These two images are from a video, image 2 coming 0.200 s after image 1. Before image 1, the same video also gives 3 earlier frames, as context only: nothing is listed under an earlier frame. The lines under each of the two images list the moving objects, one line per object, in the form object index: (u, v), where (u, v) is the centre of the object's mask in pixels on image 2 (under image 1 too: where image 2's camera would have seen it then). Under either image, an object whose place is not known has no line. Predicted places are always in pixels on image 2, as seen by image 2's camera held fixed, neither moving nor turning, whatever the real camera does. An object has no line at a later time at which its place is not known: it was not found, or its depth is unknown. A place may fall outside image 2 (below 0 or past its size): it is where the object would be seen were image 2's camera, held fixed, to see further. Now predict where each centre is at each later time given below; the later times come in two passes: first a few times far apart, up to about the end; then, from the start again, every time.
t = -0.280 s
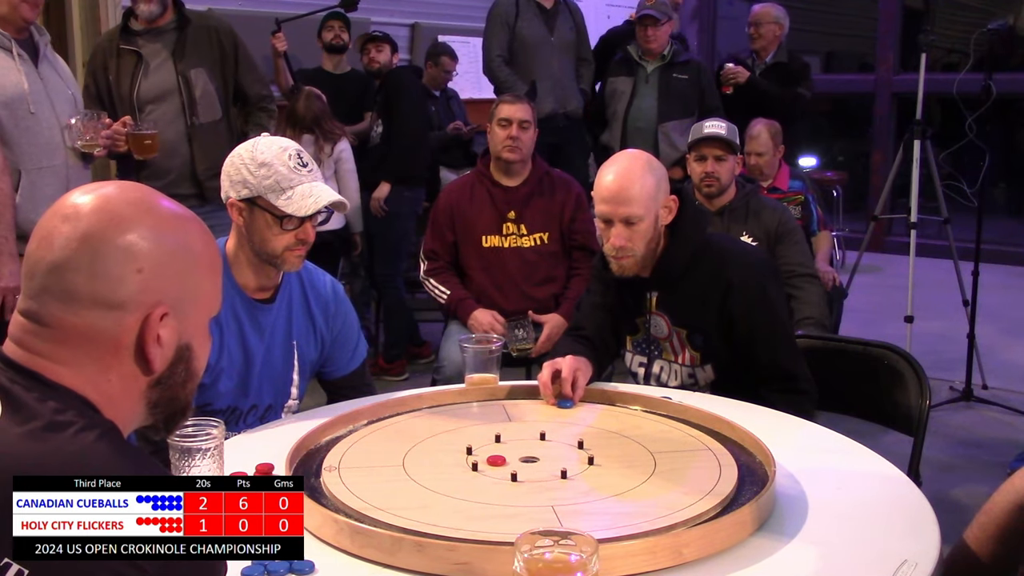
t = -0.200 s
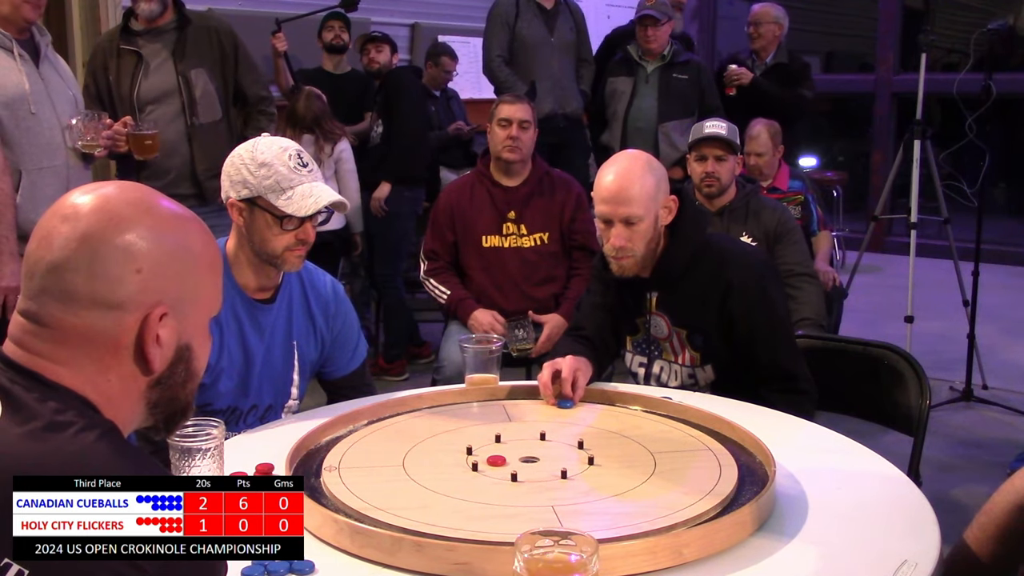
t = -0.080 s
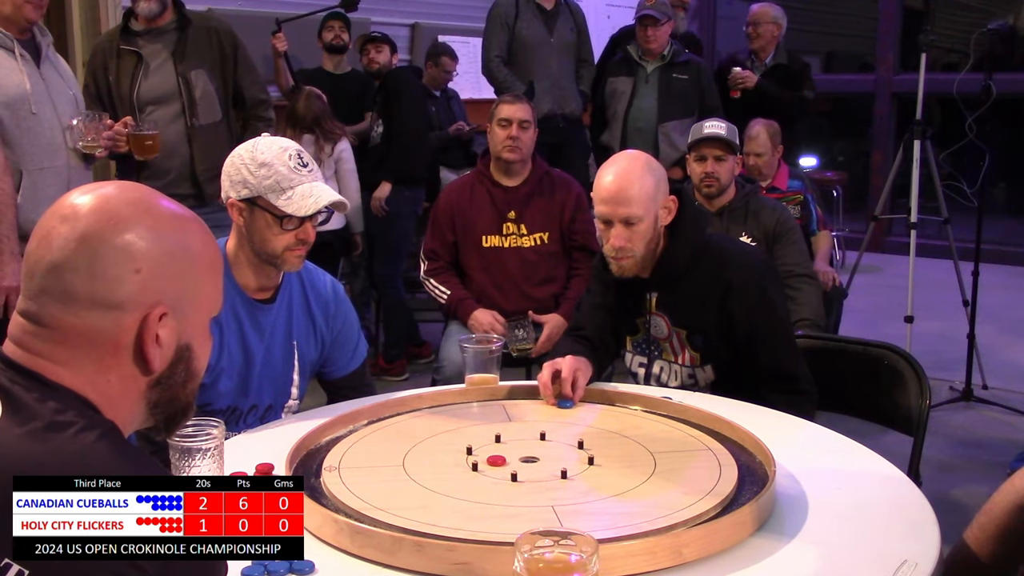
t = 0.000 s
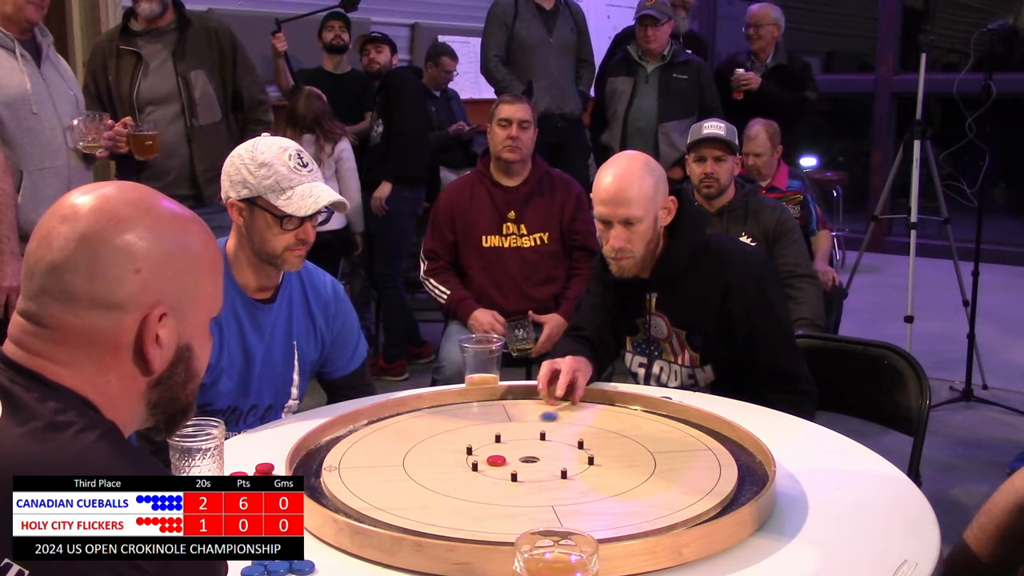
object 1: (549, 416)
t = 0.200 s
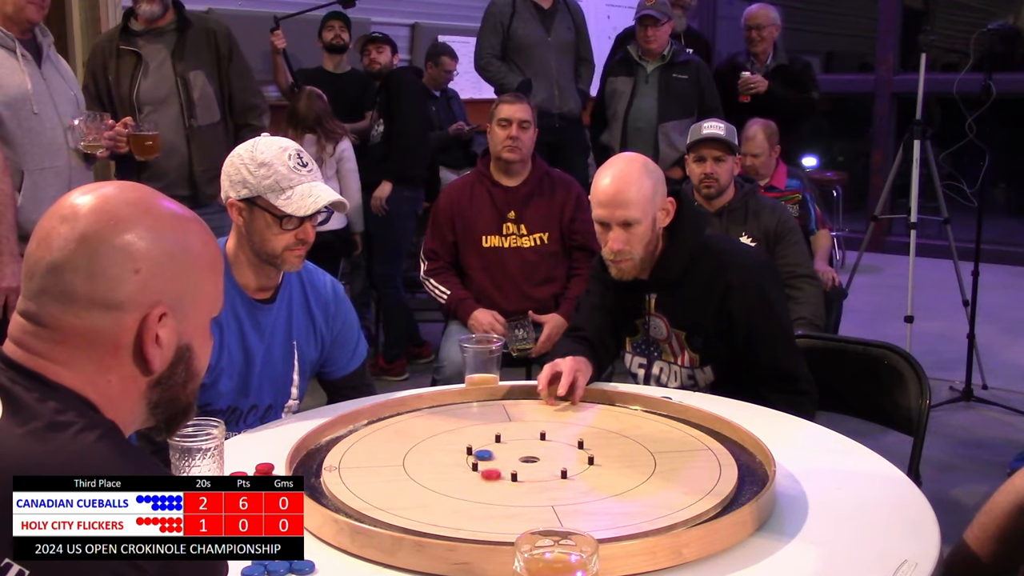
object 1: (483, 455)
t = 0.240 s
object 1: (476, 455)
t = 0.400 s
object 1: (450, 457)
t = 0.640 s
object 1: (441, 458)
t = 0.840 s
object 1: (442, 458)
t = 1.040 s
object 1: (442, 458)
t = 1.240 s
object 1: (442, 458)
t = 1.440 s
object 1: (442, 458)
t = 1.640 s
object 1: (442, 458)
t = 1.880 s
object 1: (442, 458)
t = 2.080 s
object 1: (442, 458)
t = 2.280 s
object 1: (442, 458)
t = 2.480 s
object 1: (442, 458)
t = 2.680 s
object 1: (442, 458)
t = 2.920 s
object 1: (442, 458)
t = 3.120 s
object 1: (442, 458)
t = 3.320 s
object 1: (442, 458)
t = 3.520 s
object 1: (442, 458)
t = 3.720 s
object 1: (442, 458)
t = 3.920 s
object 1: (442, 458)
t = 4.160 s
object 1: (442, 458)
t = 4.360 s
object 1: (442, 458)
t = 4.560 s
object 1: (442, 458)
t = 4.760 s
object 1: (442, 458)
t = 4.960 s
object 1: (442, 458)
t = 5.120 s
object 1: (442, 458)
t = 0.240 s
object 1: (476, 455)
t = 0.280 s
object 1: (469, 456)
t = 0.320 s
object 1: (460, 457)
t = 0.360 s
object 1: (455, 457)
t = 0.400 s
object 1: (450, 457)
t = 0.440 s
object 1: (447, 458)
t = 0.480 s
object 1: (445, 458)
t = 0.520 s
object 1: (442, 458)
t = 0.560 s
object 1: (442, 458)
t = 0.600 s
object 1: (441, 458)
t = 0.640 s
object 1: (441, 458)
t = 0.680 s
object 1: (441, 458)
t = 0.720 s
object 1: (442, 458)
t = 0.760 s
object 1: (442, 458)
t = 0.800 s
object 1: (442, 458)
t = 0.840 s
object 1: (442, 458)
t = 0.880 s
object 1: (442, 458)
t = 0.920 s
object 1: (442, 458)
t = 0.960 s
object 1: (442, 458)
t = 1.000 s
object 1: (442, 458)
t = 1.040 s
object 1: (442, 458)
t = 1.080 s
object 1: (442, 458)
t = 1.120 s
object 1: (442, 458)
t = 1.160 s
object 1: (442, 458)
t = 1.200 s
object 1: (442, 458)
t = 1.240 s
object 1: (442, 458)
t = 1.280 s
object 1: (442, 458)
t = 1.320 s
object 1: (442, 458)
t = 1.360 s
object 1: (442, 458)
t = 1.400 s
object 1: (442, 458)
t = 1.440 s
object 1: (442, 458)
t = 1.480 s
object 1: (442, 458)
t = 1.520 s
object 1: (442, 458)
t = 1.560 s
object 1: (442, 458)
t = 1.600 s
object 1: (442, 458)
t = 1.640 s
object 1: (442, 458)
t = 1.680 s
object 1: (442, 458)
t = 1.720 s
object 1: (442, 458)
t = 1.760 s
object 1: (442, 458)
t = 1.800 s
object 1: (442, 458)
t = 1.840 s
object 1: (442, 458)
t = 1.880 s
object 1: (442, 458)
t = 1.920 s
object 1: (442, 458)
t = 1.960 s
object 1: (442, 458)
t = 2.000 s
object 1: (442, 458)
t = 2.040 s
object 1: (442, 458)
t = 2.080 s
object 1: (442, 458)
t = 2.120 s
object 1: (442, 458)
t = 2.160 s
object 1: (442, 458)
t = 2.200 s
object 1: (442, 458)
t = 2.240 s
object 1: (442, 458)
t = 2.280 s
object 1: (442, 458)
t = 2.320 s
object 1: (442, 458)
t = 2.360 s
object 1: (442, 458)
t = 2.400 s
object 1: (442, 458)
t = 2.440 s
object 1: (442, 458)
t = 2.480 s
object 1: (442, 458)
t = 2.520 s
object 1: (442, 458)
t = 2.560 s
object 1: (442, 458)
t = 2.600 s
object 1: (442, 458)
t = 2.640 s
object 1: (442, 458)
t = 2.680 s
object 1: (442, 458)
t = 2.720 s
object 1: (442, 458)
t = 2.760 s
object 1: (442, 458)
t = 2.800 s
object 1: (442, 458)
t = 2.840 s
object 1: (442, 458)
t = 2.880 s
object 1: (442, 458)
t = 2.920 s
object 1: (442, 458)
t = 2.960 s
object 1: (442, 458)
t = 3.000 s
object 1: (442, 458)
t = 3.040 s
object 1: (442, 458)
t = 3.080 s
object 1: (442, 458)
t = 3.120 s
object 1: (442, 458)
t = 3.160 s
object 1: (442, 458)
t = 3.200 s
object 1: (442, 458)
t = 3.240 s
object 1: (442, 458)
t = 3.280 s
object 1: (442, 458)
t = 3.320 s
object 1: (442, 458)
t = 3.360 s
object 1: (442, 458)
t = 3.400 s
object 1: (442, 458)
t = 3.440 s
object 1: (442, 458)
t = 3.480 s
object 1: (442, 458)
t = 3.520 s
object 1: (442, 458)
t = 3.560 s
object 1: (442, 458)
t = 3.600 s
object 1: (442, 458)
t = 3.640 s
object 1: (442, 458)
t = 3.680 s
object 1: (442, 458)
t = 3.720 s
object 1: (442, 458)
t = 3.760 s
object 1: (442, 458)
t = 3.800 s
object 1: (442, 458)
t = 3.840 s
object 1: (442, 458)
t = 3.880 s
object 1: (442, 458)
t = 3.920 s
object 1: (442, 458)
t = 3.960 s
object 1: (442, 458)
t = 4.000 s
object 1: (442, 458)
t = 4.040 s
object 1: (442, 458)
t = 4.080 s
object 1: (442, 458)
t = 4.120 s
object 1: (442, 458)
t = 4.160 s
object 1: (442, 458)
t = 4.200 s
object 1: (442, 458)
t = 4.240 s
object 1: (442, 458)
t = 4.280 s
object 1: (442, 458)
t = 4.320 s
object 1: (442, 458)
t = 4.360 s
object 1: (442, 458)
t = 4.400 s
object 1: (442, 458)
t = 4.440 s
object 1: (442, 458)
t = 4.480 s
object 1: (442, 458)
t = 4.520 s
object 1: (442, 458)
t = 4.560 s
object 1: (442, 458)
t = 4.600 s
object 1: (442, 458)
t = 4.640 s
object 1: (442, 458)
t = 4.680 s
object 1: (442, 458)
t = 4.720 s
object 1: (442, 458)
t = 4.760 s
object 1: (442, 458)
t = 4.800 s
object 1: (442, 458)
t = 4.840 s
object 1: (442, 458)
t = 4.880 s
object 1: (442, 458)
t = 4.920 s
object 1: (442, 458)
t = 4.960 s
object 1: (442, 458)
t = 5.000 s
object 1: (442, 458)
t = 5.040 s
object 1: (442, 458)
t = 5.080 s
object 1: (442, 458)
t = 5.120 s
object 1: (442, 458)
